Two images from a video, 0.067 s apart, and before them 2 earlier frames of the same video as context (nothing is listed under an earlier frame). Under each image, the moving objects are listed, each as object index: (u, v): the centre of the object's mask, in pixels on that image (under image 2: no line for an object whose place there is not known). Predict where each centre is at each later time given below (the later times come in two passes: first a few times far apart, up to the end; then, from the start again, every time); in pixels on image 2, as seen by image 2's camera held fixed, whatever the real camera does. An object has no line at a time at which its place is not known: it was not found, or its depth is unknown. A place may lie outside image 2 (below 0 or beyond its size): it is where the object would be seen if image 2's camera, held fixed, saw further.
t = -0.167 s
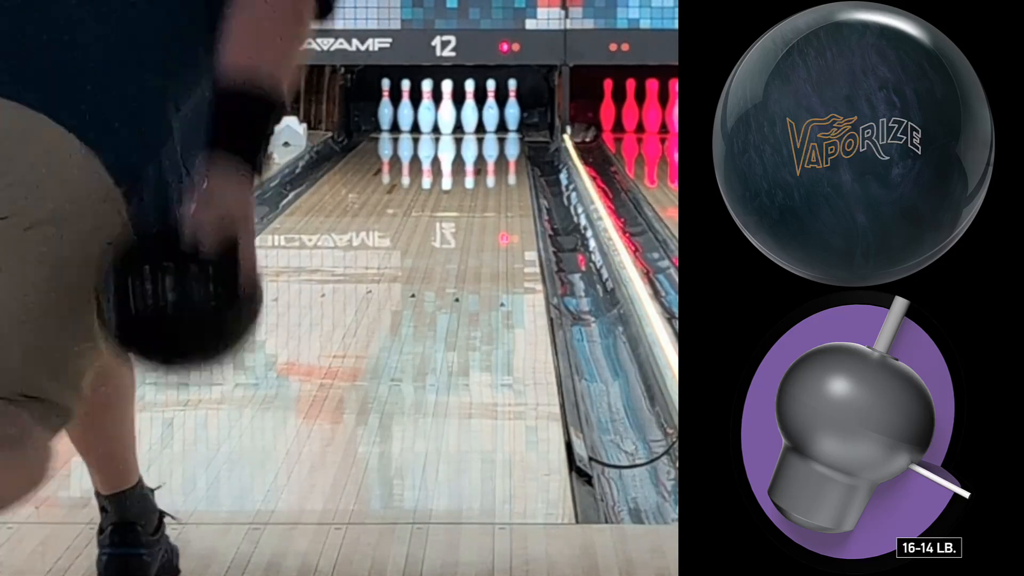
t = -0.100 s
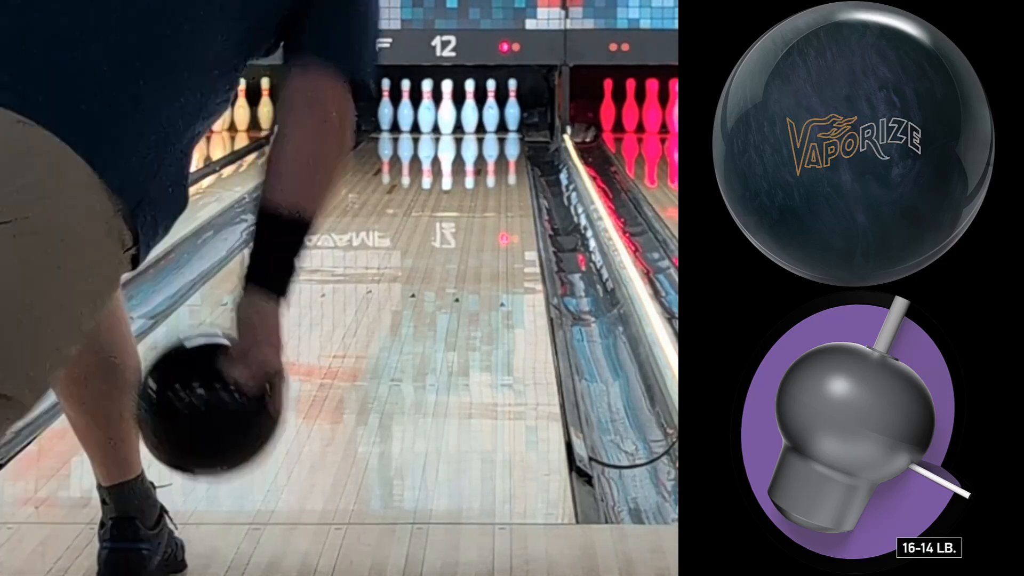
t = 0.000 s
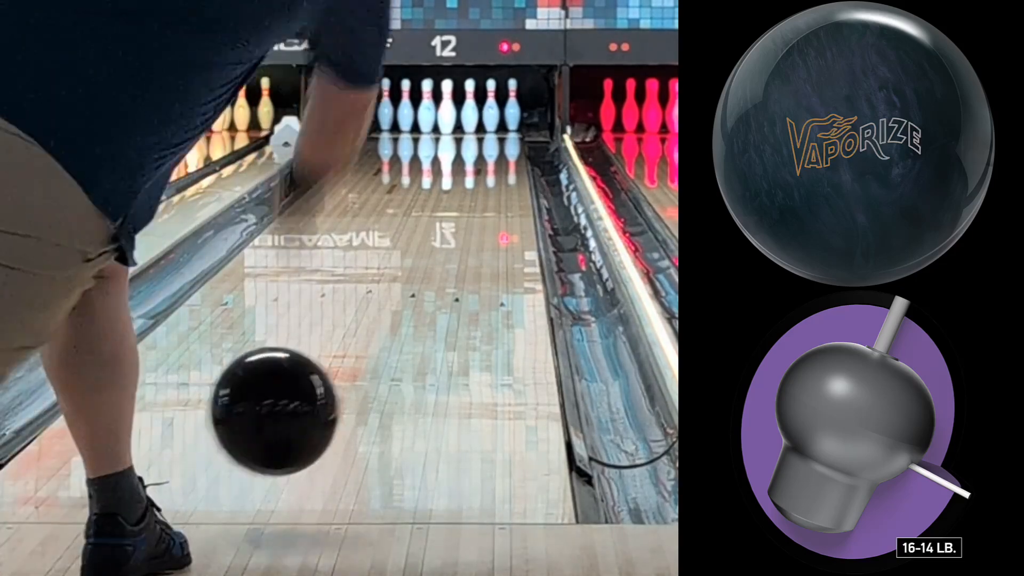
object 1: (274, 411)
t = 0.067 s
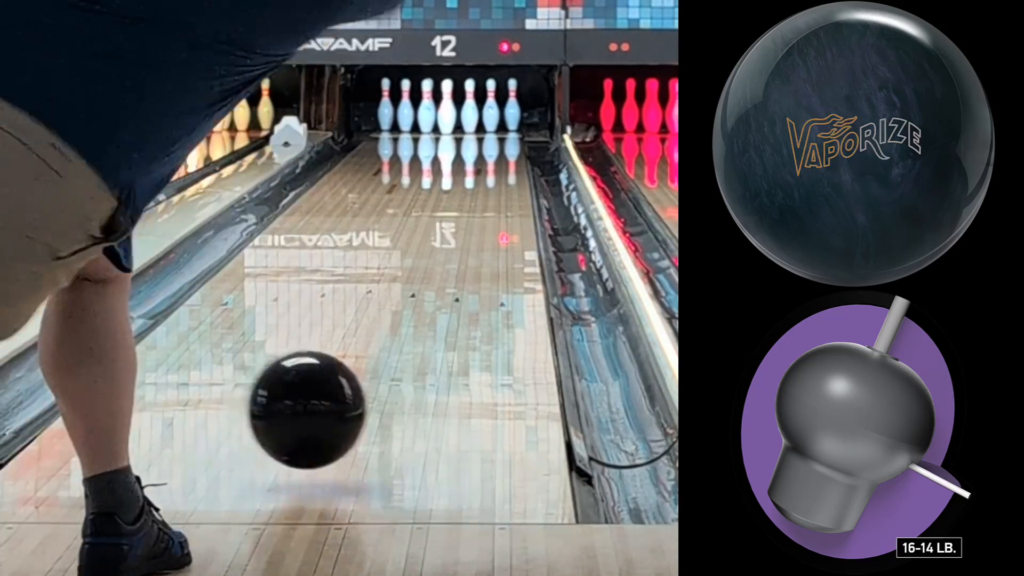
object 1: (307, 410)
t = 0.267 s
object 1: (376, 341)
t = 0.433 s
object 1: (415, 293)
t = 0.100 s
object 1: (321, 408)
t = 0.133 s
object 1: (334, 393)
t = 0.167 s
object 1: (346, 379)
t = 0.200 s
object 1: (357, 365)
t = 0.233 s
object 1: (367, 353)
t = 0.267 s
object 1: (376, 341)
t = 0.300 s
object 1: (385, 330)
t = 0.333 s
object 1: (393, 320)
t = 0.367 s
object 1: (401, 310)
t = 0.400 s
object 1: (408, 302)
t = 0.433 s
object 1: (415, 293)
